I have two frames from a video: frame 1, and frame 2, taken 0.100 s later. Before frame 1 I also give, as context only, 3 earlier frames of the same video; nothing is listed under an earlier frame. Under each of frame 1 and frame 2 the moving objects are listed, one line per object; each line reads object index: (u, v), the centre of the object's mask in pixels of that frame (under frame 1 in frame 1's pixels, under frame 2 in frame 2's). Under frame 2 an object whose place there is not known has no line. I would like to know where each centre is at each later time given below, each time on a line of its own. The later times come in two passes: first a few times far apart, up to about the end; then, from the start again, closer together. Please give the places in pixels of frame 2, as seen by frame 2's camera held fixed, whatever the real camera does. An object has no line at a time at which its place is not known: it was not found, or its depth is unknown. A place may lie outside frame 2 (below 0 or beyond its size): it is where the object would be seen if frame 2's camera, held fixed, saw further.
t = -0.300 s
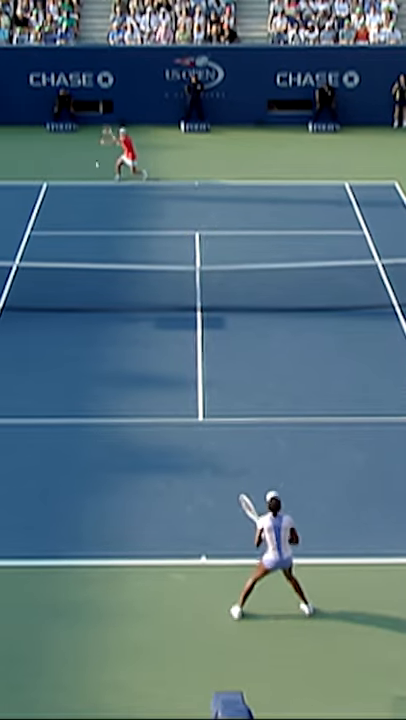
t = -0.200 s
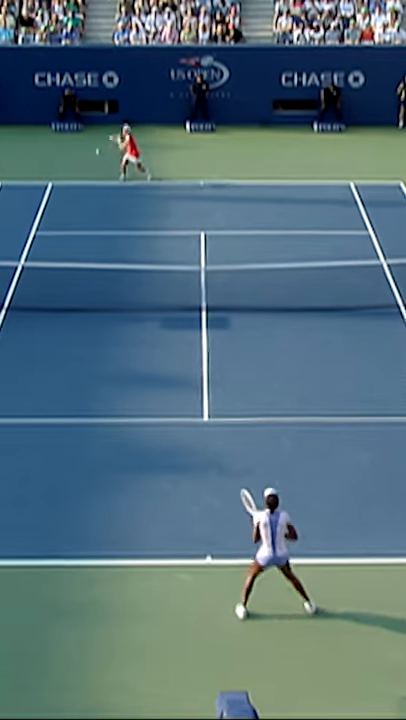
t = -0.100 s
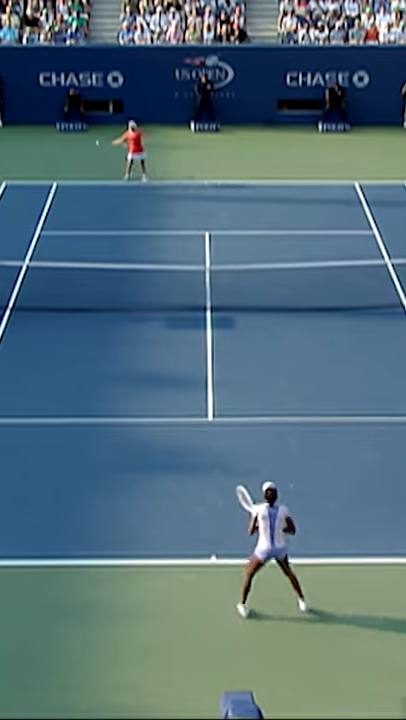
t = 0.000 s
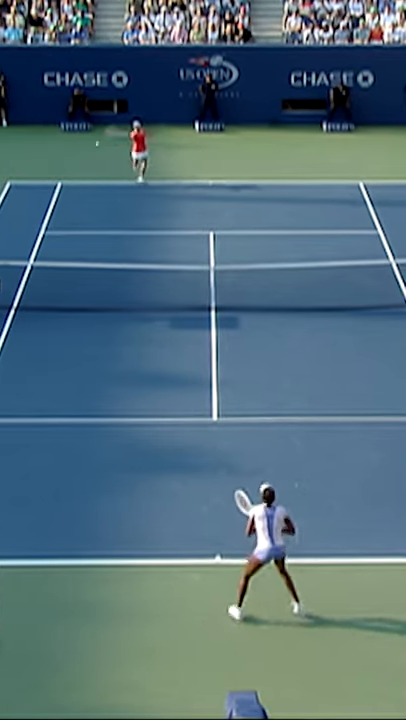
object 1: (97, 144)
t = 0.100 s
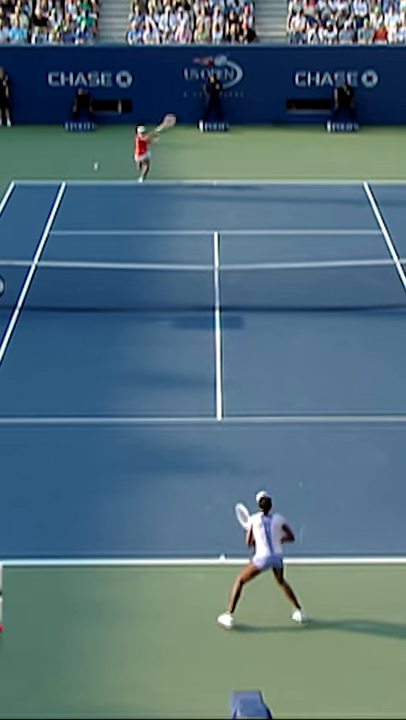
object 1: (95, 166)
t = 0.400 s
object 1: (71, 283)
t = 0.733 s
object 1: (31, 487)
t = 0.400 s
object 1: (71, 283)
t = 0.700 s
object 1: (35, 481)
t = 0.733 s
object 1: (31, 487)
